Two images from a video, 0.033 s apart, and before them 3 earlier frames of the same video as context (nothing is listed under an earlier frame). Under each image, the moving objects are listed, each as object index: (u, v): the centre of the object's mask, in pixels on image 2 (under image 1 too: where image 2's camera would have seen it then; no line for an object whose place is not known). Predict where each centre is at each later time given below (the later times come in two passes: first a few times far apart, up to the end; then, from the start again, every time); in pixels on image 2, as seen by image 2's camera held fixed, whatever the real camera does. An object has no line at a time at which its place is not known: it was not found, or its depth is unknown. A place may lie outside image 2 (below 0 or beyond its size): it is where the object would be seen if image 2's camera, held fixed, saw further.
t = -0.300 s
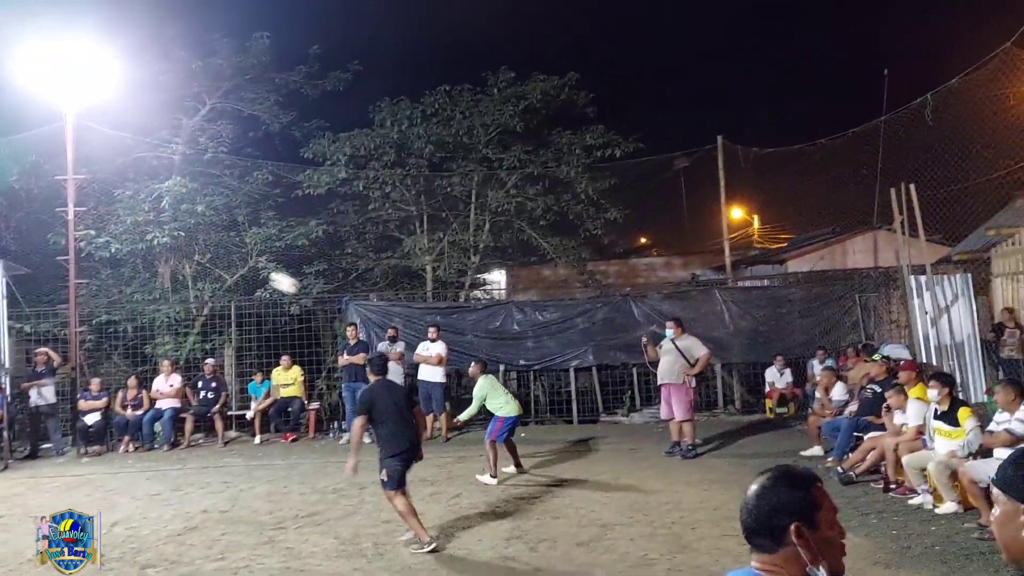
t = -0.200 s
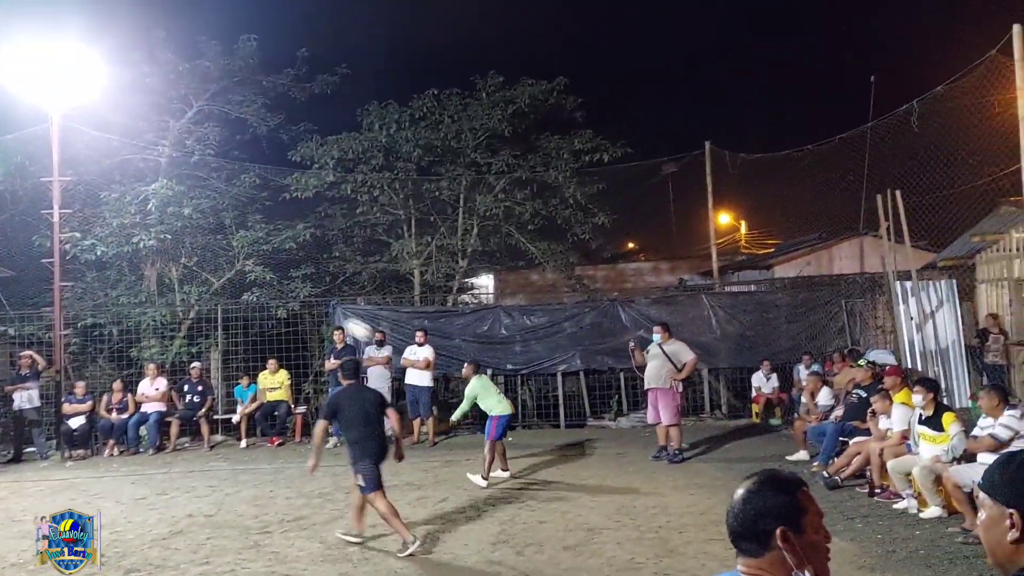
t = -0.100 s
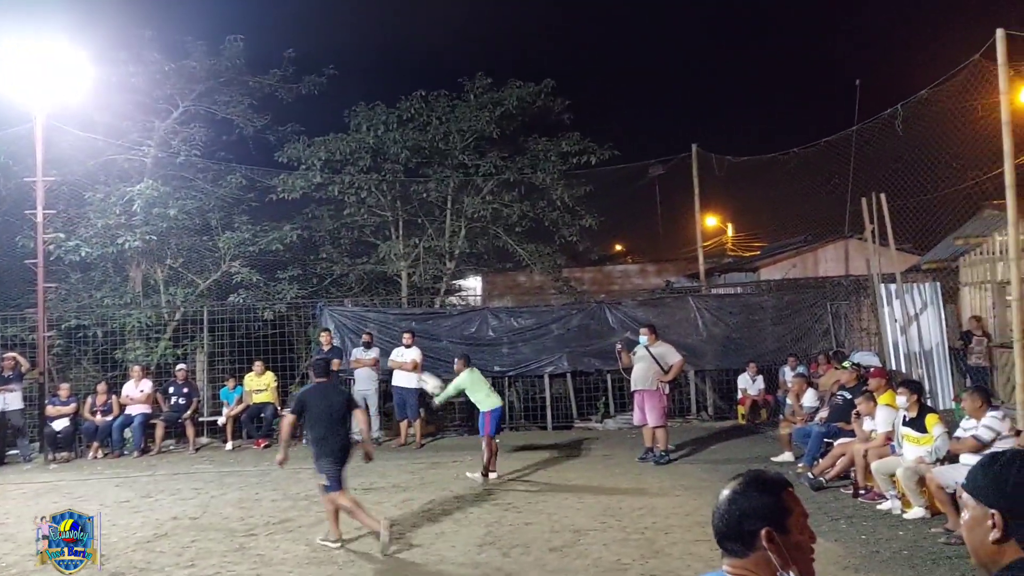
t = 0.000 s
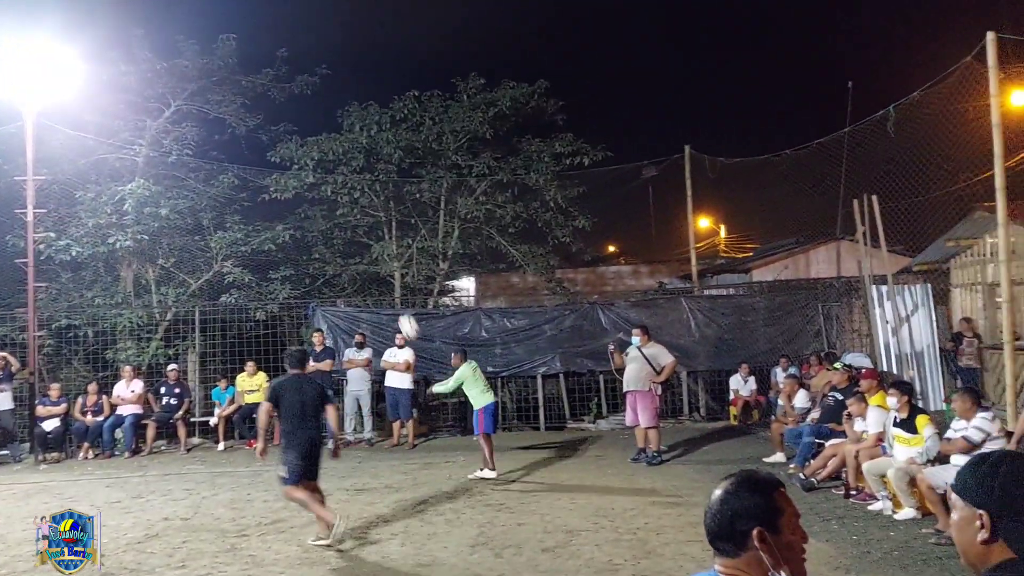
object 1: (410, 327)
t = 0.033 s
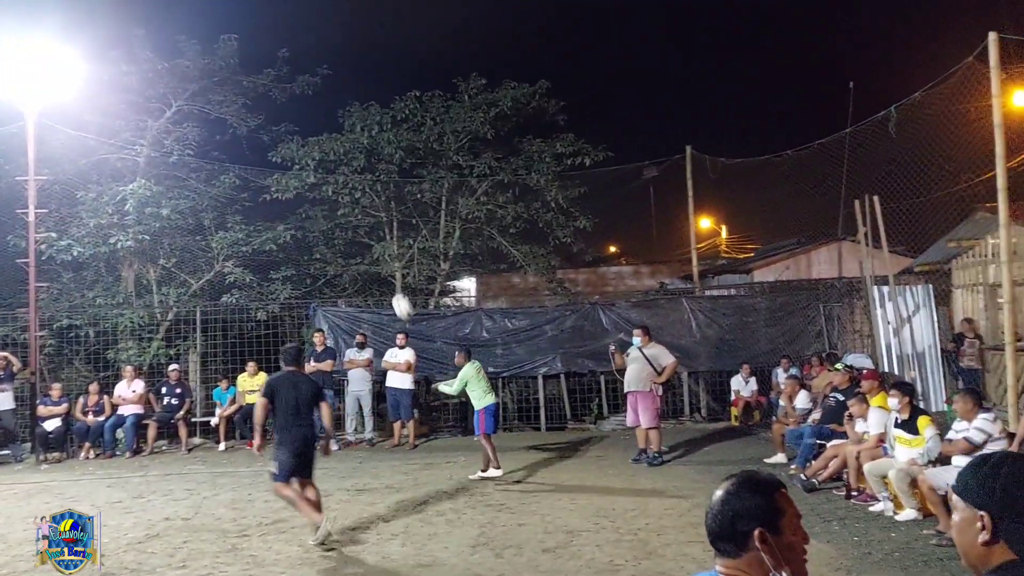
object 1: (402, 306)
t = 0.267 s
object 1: (347, 182)
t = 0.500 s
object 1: (294, 92)
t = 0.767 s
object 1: (231, 40)
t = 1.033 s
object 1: (163, 48)
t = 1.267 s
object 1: (98, 115)
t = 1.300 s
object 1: (88, 129)
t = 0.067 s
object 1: (395, 286)
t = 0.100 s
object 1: (386, 267)
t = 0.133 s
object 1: (379, 249)
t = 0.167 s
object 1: (371, 231)
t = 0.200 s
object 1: (362, 214)
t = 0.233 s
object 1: (354, 197)
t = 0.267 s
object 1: (347, 182)
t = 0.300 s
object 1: (339, 167)
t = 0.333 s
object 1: (332, 153)
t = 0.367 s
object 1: (324, 139)
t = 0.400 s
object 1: (316, 126)
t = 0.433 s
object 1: (309, 114)
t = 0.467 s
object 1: (301, 103)
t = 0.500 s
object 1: (294, 92)
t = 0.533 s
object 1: (286, 83)
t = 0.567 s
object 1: (278, 74)
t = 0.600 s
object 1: (271, 67)
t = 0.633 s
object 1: (263, 59)
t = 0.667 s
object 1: (255, 53)
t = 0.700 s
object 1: (247, 48)
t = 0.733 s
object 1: (239, 43)
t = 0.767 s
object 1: (231, 40)
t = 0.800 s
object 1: (222, 38)
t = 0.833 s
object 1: (214, 37)
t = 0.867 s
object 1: (206, 36)
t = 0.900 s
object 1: (197, 36)
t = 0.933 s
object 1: (189, 37)
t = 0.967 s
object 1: (181, 40)
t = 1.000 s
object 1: (172, 43)
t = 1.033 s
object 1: (163, 48)
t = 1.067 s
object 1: (154, 54)
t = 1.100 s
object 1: (145, 61)
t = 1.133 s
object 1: (135, 69)
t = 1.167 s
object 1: (126, 79)
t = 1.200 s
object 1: (117, 90)
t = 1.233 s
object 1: (108, 102)
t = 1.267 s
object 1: (98, 115)
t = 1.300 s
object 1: (88, 129)
